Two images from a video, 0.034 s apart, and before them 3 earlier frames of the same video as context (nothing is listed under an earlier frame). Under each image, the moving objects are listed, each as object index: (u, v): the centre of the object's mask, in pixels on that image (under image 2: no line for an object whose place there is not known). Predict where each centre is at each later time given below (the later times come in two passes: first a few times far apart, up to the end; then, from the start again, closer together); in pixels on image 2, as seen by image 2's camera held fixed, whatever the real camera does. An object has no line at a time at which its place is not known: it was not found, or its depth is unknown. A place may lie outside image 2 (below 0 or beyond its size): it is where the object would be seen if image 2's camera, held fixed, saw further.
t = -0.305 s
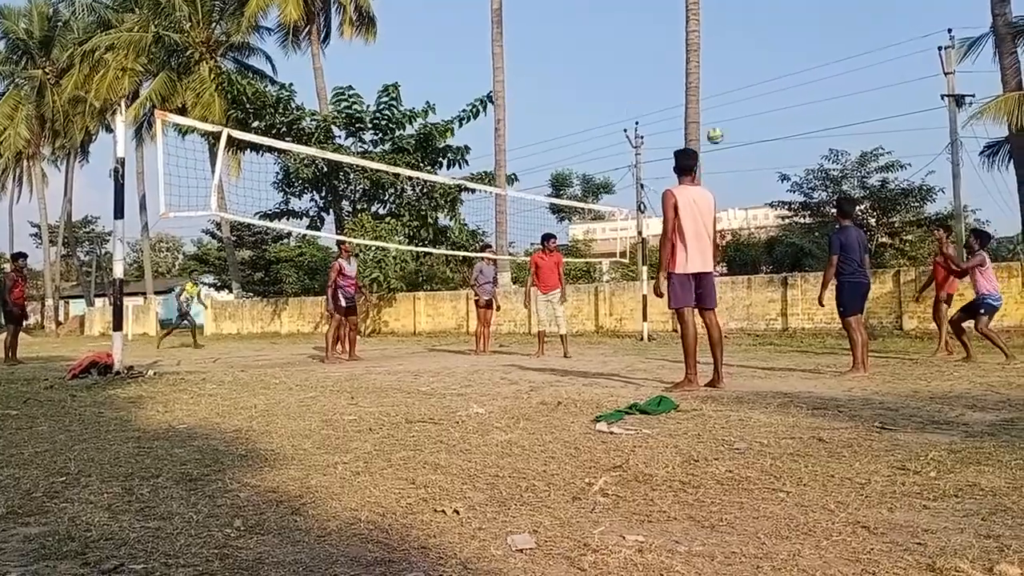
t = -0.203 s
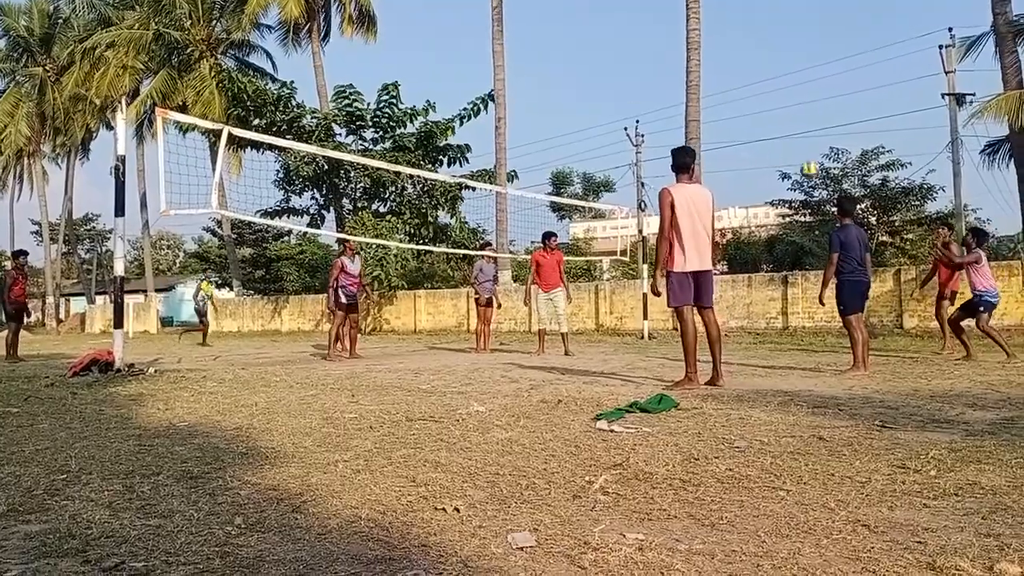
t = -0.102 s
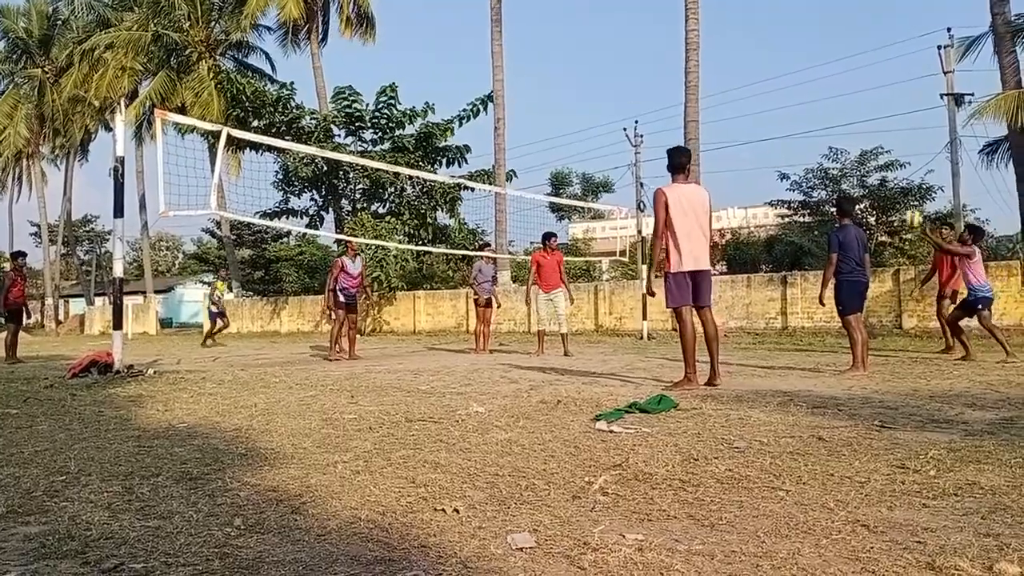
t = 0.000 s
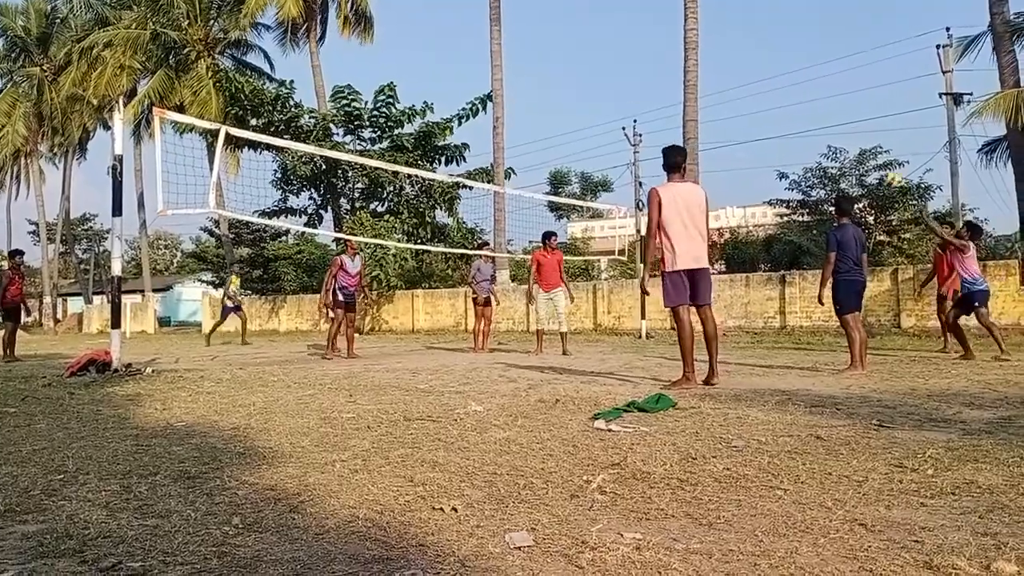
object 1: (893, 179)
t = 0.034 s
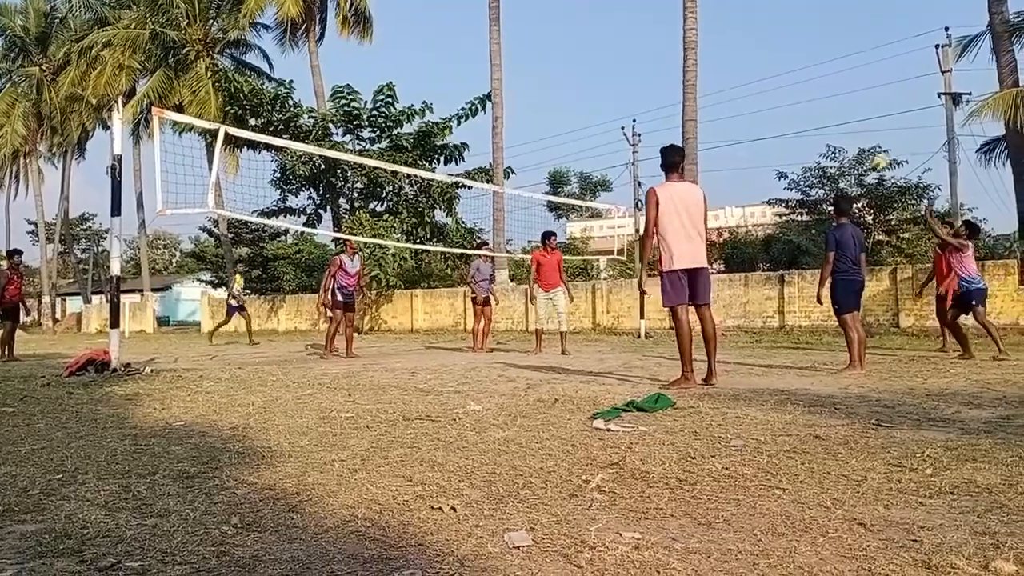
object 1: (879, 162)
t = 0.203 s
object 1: (817, 101)
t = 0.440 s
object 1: (739, 57)
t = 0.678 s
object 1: (669, 56)
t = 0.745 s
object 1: (650, 64)
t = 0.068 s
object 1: (866, 149)
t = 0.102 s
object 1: (853, 135)
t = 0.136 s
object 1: (842, 123)
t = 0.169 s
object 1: (829, 111)
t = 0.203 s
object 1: (817, 101)
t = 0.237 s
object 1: (805, 92)
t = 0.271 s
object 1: (794, 84)
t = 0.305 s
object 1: (782, 77)
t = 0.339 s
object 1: (771, 70)
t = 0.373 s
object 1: (760, 65)
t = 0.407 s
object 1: (750, 60)
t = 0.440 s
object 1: (739, 57)
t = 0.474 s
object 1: (728, 55)
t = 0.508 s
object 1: (718, 53)
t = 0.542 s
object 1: (709, 52)
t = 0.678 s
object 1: (669, 56)
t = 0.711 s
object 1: (659, 61)
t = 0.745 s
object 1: (650, 64)
